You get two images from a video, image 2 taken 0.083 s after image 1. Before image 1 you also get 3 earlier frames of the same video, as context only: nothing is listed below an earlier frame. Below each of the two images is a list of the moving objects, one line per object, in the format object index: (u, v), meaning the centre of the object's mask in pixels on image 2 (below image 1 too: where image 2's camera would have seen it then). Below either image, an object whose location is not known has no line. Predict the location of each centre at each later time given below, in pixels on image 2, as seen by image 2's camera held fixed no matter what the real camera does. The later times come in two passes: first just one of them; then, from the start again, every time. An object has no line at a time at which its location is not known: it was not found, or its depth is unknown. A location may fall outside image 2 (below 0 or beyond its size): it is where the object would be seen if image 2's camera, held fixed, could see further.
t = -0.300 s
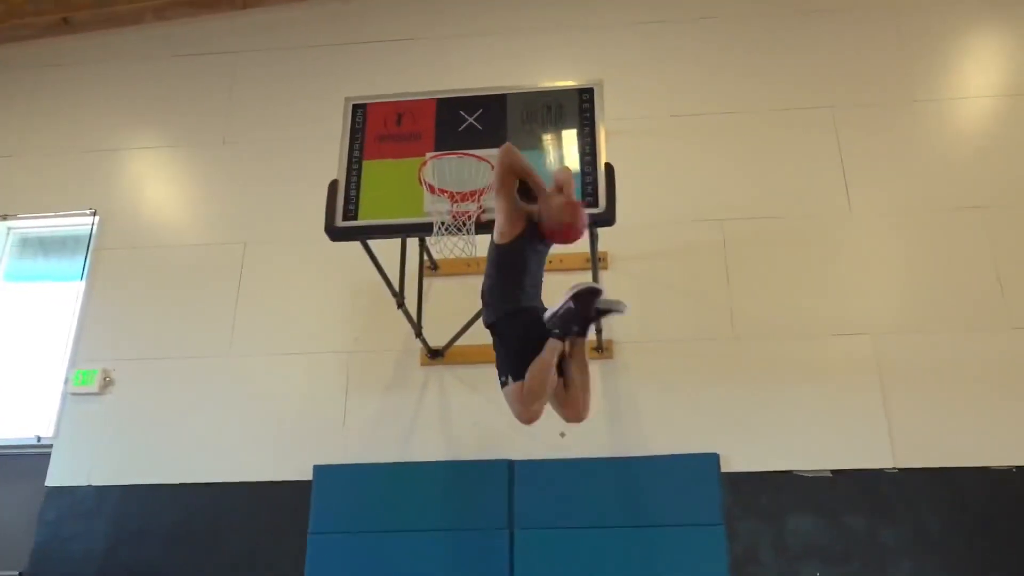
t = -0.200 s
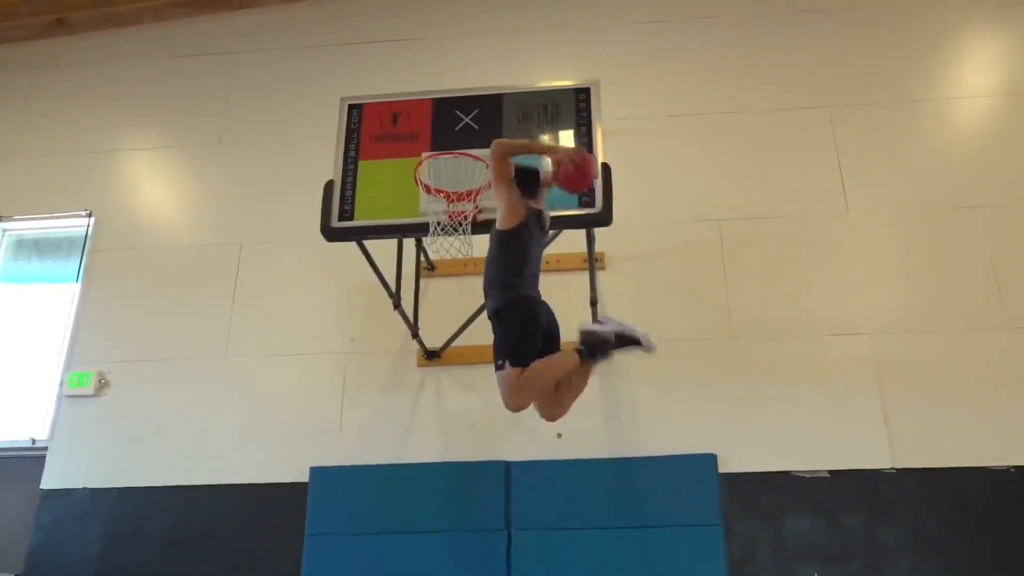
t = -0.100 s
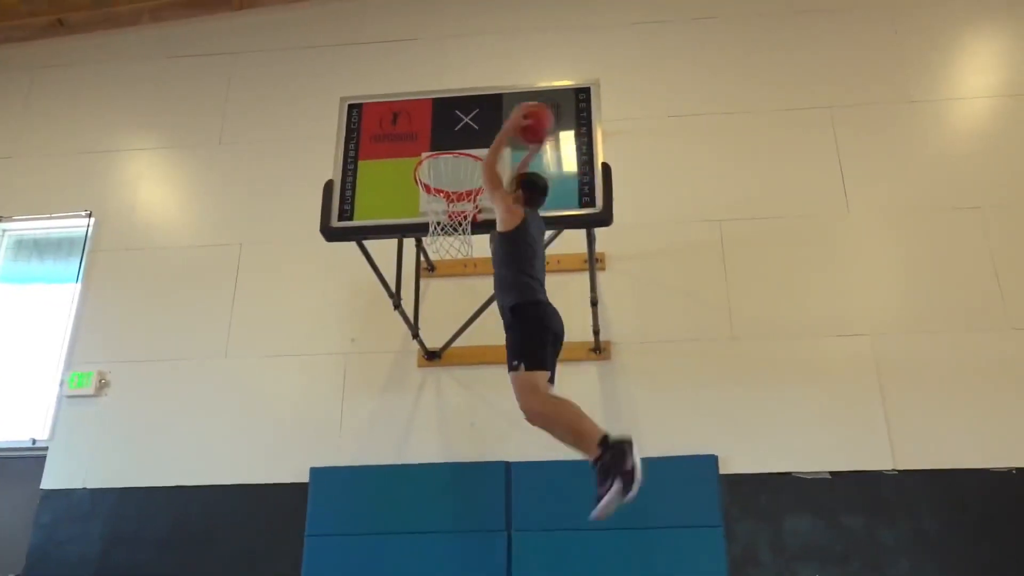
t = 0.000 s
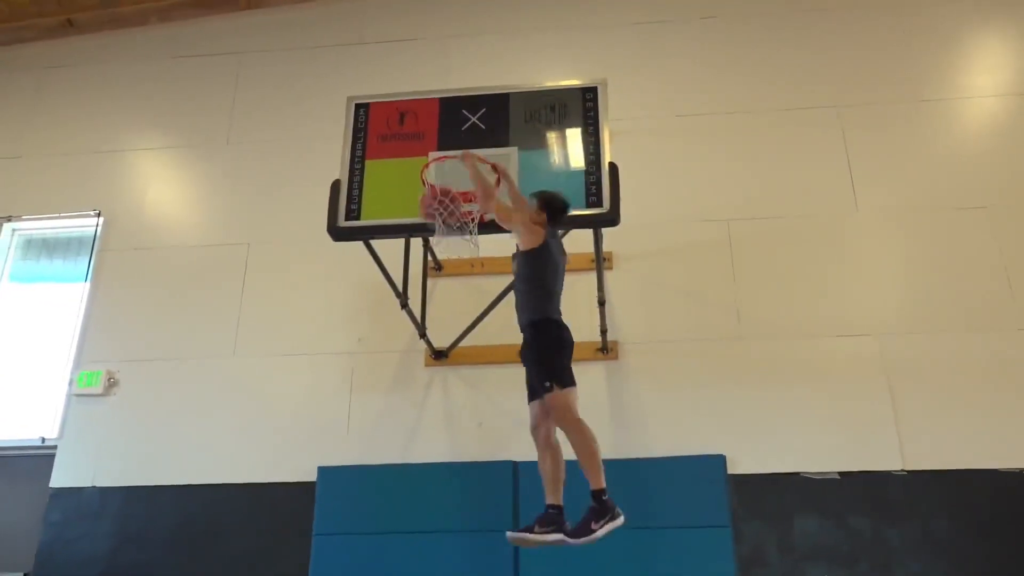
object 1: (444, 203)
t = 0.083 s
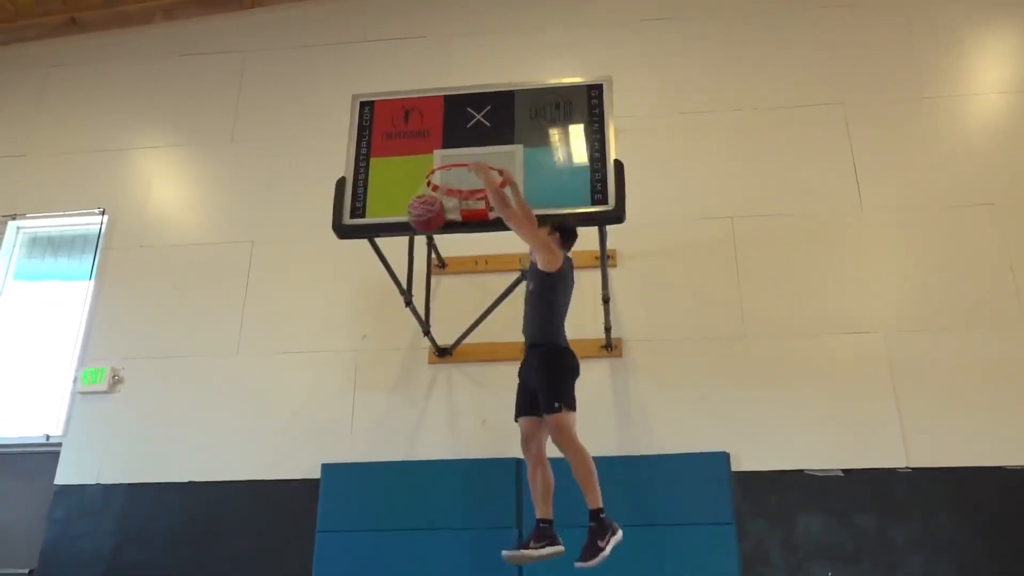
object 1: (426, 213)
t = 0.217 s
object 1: (430, 212)
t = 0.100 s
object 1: (426, 212)
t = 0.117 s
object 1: (426, 212)
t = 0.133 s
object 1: (426, 211)
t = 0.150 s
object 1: (427, 211)
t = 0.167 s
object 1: (428, 211)
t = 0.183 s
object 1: (429, 211)
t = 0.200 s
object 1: (430, 212)
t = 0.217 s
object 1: (430, 212)
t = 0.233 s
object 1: (431, 214)
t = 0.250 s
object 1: (432, 214)
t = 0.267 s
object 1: (432, 216)
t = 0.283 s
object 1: (433, 219)
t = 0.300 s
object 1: (434, 222)
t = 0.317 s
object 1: (435, 225)
